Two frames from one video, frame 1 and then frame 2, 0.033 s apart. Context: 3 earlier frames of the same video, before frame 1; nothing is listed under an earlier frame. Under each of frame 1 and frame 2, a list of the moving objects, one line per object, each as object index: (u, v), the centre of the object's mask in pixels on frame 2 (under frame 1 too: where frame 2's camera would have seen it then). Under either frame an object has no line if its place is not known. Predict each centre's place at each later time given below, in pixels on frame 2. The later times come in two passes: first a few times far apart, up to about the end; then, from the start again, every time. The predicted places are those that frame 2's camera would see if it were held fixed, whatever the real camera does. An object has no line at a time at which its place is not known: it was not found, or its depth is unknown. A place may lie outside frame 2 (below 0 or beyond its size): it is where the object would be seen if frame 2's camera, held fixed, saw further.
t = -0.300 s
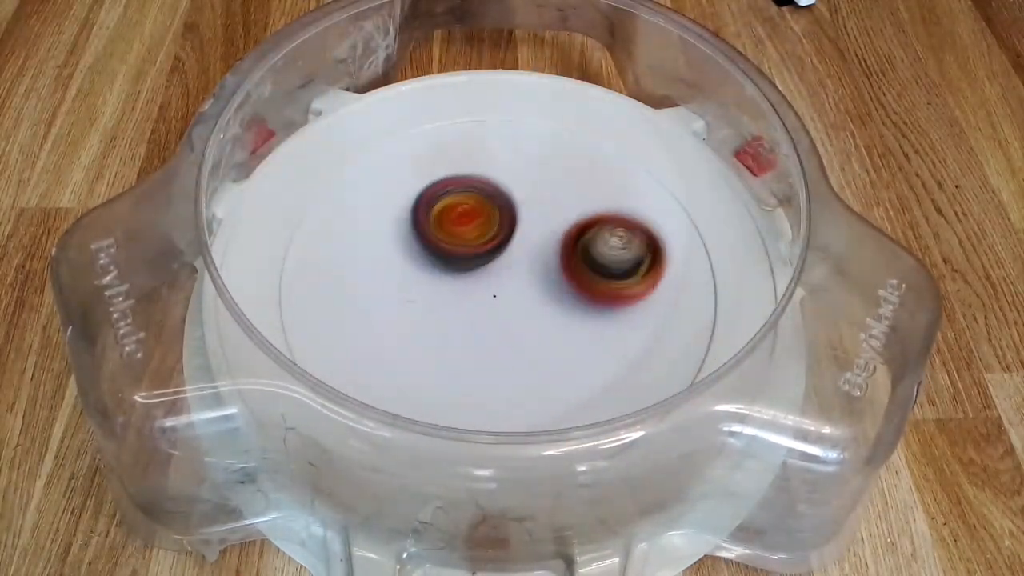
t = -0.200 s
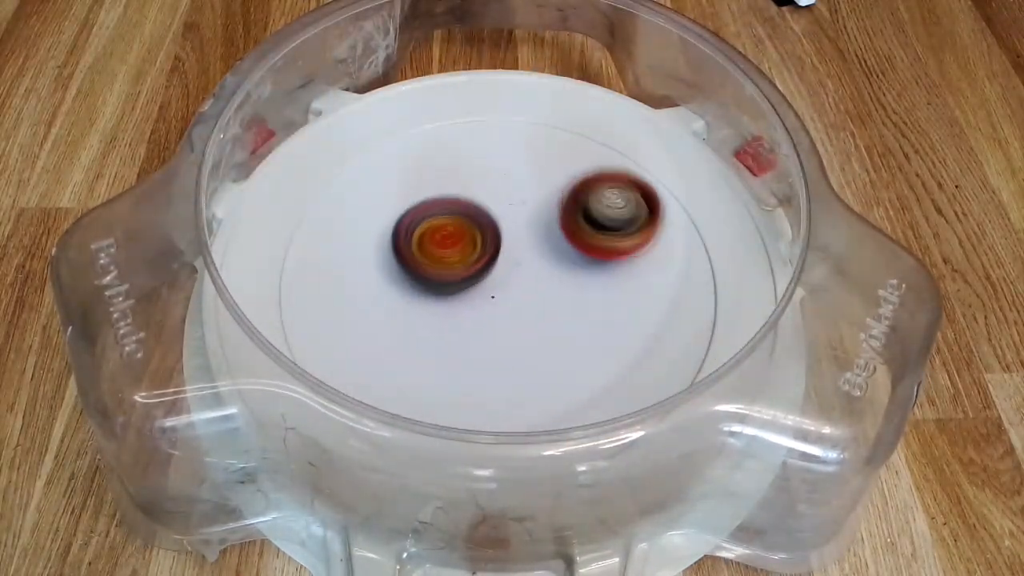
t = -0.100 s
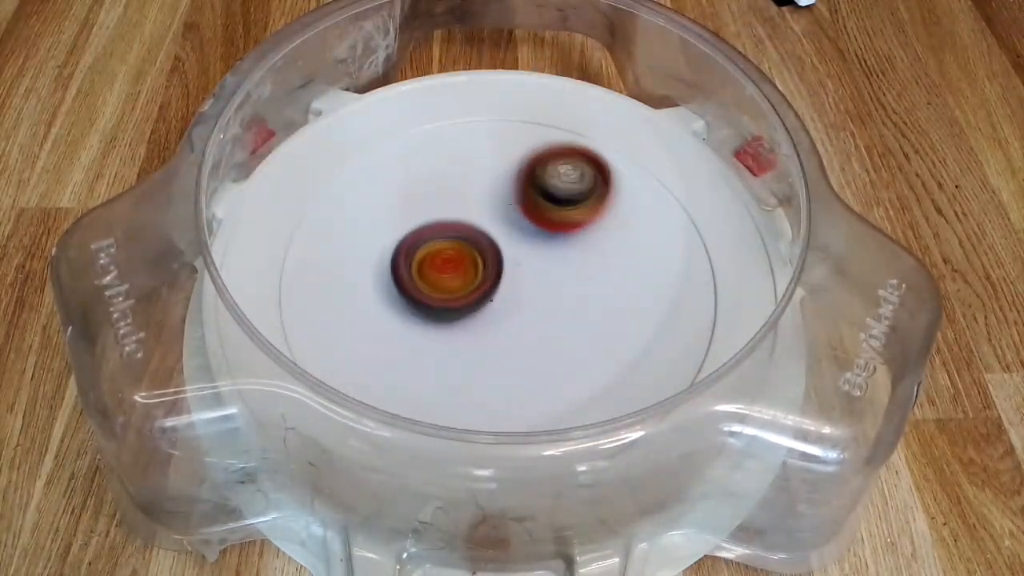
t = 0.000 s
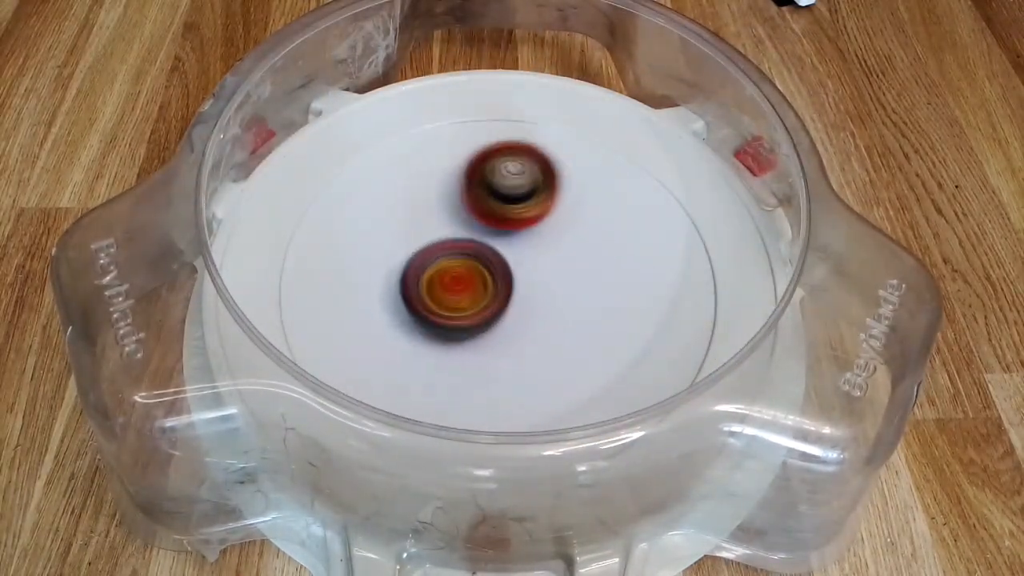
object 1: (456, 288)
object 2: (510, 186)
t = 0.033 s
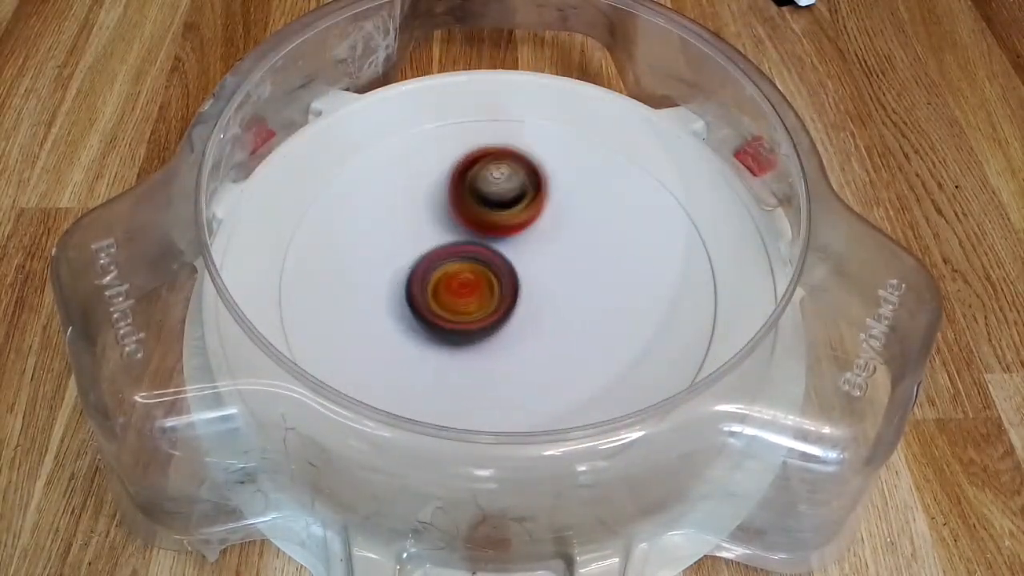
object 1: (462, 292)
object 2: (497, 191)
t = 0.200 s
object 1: (487, 324)
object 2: (447, 219)
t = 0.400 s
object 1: (543, 358)
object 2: (449, 220)
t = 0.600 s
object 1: (660, 358)
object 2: (415, 145)
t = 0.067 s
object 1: (468, 295)
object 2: (487, 200)
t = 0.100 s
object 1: (471, 303)
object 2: (479, 205)
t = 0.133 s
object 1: (475, 313)
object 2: (469, 206)
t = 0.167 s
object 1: (481, 319)
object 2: (458, 211)
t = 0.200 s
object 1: (487, 324)
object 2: (447, 219)
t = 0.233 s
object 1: (494, 327)
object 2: (438, 226)
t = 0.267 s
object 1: (502, 329)
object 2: (434, 232)
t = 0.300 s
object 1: (509, 329)
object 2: (435, 236)
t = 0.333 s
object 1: (516, 327)
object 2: (441, 241)
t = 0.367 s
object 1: (523, 331)
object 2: (449, 243)
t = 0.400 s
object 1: (543, 358)
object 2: (449, 220)
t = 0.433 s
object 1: (569, 378)
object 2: (447, 198)
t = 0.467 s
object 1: (591, 383)
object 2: (444, 180)
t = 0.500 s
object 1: (612, 382)
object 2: (439, 165)
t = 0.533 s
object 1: (640, 391)
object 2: (432, 154)
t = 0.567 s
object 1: (649, 368)
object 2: (424, 148)
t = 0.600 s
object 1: (660, 358)
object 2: (415, 145)
